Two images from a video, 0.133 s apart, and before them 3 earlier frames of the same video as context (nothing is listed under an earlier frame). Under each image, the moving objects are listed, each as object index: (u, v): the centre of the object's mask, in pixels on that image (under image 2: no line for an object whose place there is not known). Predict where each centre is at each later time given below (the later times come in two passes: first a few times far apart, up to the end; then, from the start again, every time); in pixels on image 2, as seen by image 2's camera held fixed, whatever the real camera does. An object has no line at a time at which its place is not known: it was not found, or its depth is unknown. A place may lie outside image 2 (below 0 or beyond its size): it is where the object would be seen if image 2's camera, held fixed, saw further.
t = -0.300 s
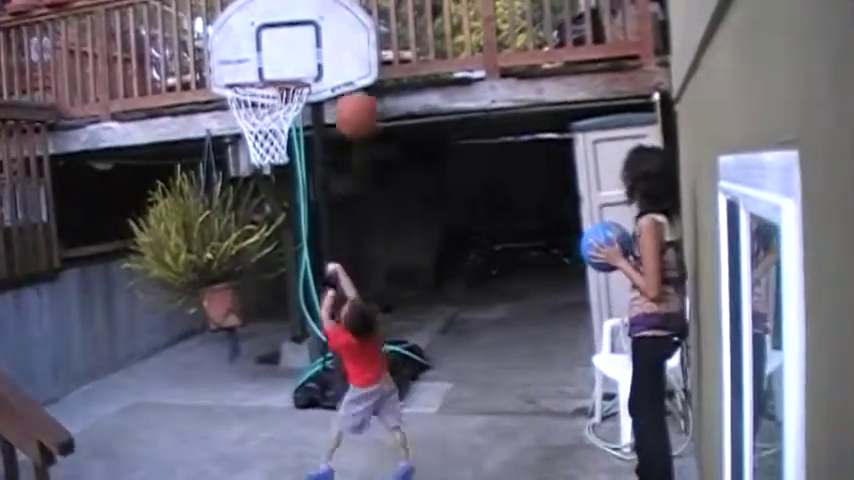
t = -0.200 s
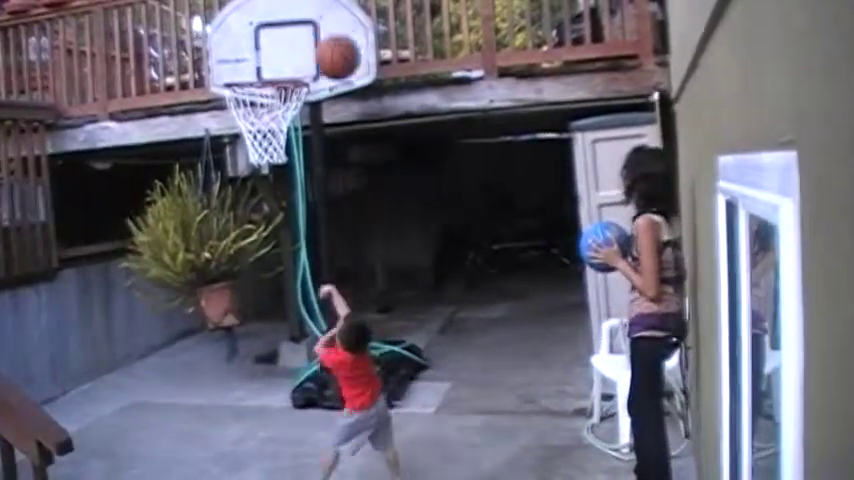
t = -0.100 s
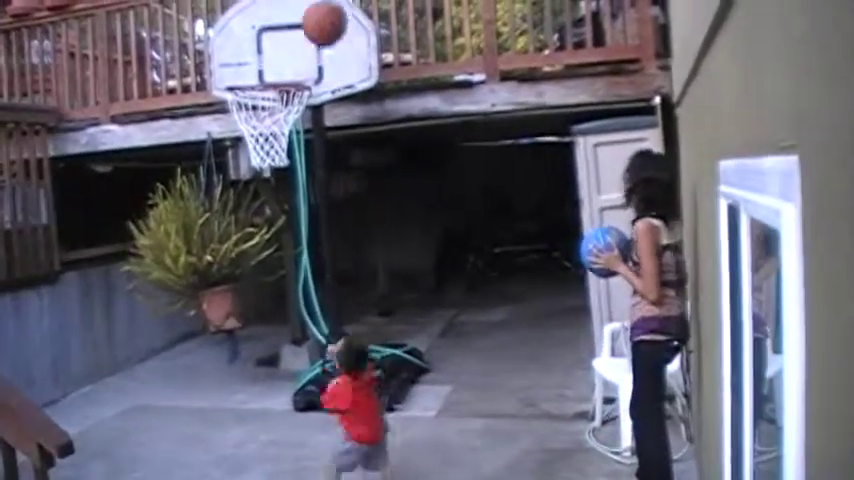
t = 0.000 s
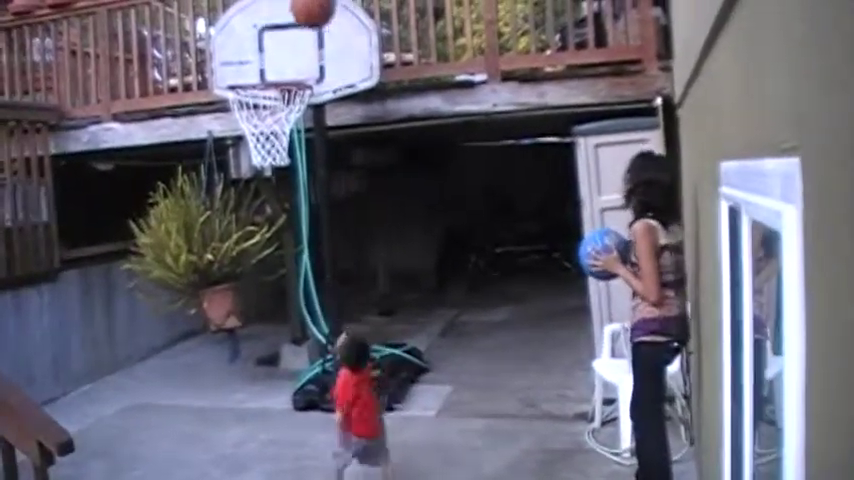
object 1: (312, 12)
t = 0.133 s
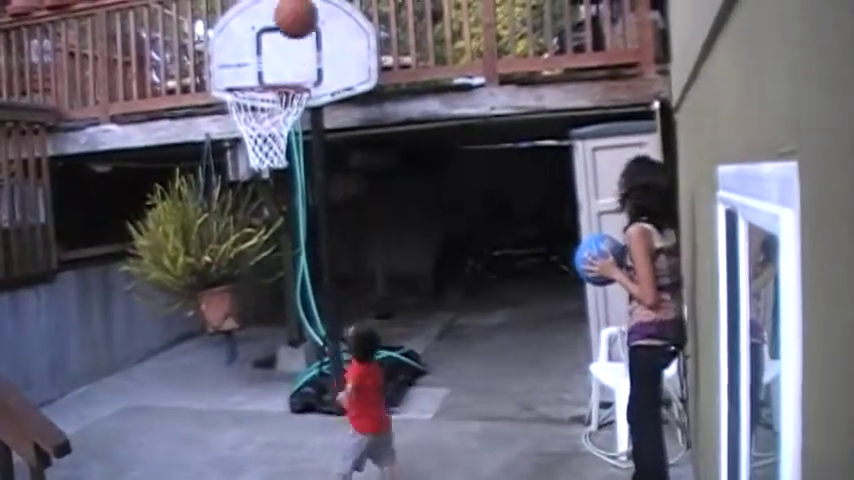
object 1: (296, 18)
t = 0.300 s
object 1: (279, 73)
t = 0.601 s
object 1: (292, 219)
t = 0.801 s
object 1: (315, 445)
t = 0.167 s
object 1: (292, 23)
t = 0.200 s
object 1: (288, 33)
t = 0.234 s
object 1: (285, 45)
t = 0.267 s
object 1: (281, 57)
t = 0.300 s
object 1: (279, 73)
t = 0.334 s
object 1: (280, 81)
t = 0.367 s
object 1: (281, 90)
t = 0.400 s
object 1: (282, 100)
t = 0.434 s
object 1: (283, 113)
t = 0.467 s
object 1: (285, 130)
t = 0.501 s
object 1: (287, 148)
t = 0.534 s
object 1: (289, 169)
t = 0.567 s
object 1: (290, 193)
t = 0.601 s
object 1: (292, 219)
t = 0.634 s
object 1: (295, 251)
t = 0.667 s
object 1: (299, 284)
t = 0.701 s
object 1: (302, 319)
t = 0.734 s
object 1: (305, 357)
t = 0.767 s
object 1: (309, 399)
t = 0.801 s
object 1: (315, 445)
